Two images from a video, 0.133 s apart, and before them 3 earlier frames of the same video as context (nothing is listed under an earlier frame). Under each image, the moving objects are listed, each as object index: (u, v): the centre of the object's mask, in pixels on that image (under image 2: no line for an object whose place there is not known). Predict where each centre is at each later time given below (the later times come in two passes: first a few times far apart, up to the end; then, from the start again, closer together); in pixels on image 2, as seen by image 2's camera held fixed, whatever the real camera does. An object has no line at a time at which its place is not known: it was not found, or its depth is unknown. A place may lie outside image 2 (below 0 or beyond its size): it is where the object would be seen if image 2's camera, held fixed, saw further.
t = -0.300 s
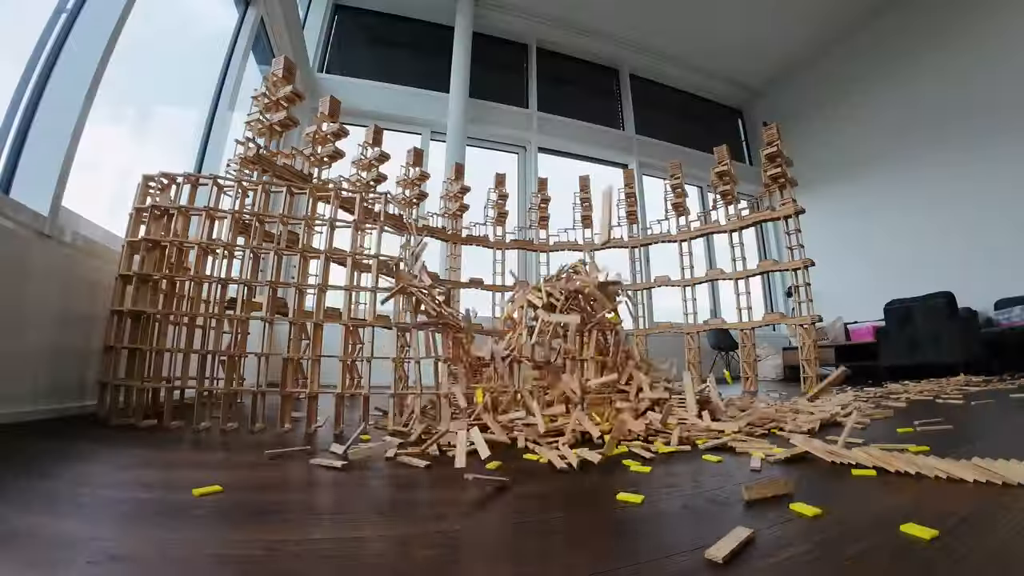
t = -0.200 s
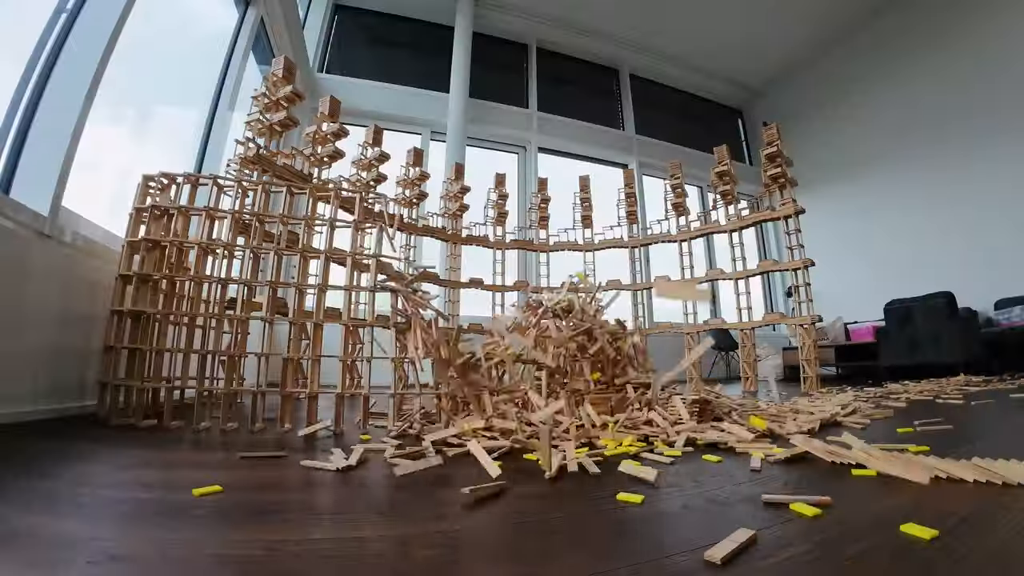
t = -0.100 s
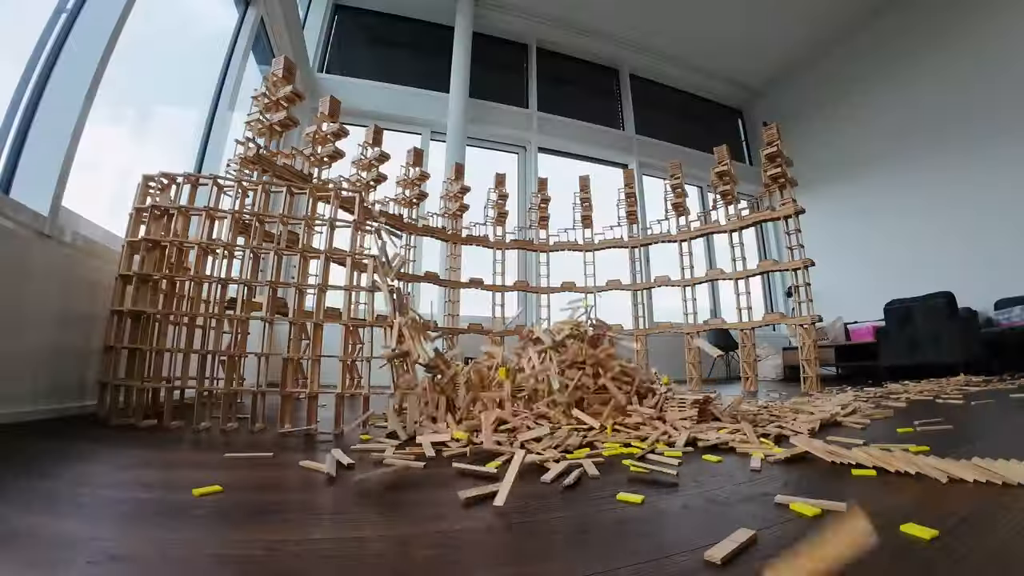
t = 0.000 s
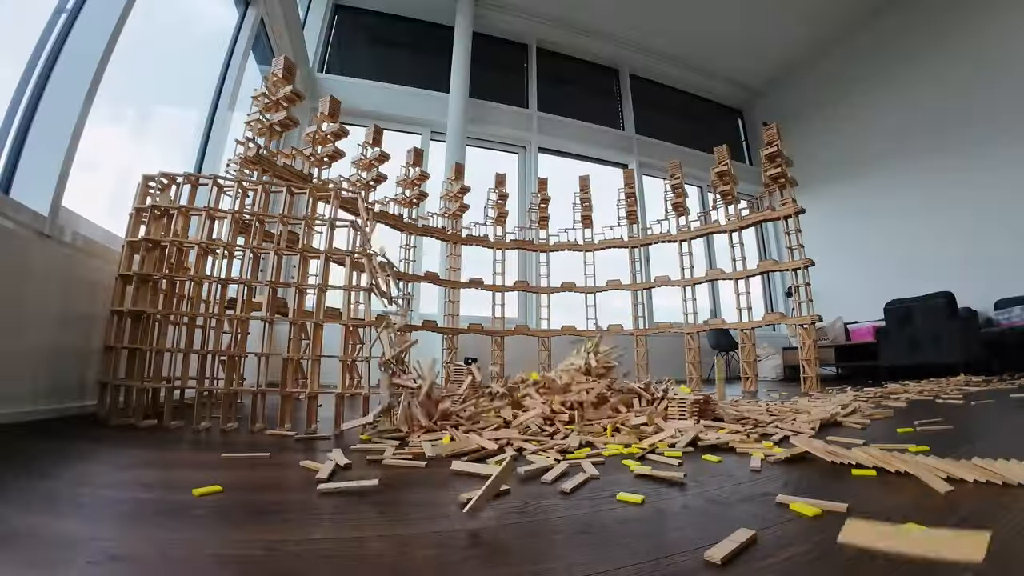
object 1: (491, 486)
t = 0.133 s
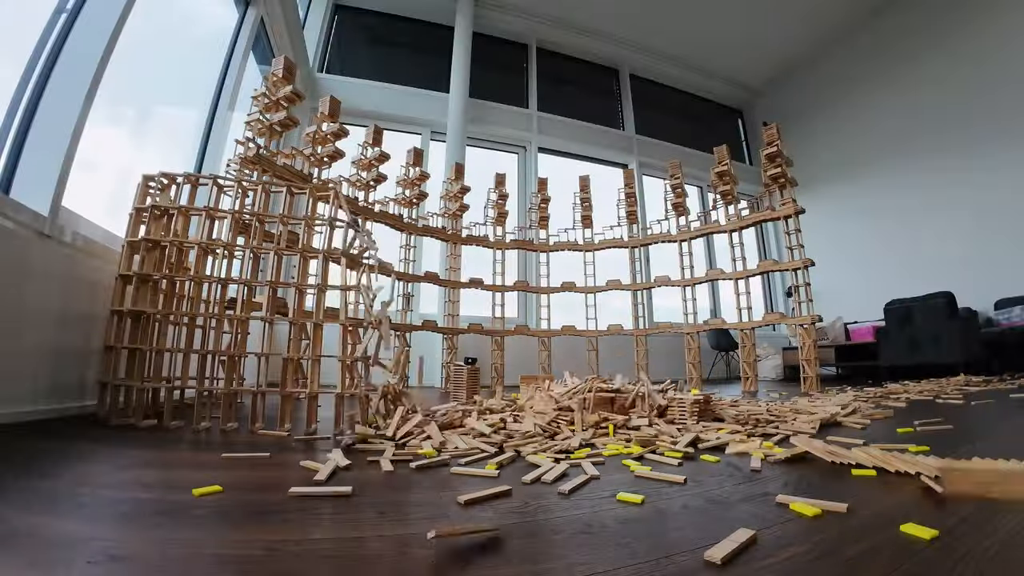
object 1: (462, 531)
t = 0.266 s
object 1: (457, 553)
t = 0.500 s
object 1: (459, 557)
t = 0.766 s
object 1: (459, 557)
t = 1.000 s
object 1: (459, 557)
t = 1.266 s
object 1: (459, 557)
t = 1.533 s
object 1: (459, 557)
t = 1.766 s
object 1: (459, 557)
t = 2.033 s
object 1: (459, 557)
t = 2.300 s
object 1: (459, 557)
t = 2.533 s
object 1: (459, 557)
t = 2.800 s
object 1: (459, 557)
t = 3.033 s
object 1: (459, 557)
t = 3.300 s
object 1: (459, 557)
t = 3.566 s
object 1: (459, 557)
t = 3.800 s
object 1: (459, 557)
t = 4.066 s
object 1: (459, 557)
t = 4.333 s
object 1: (459, 557)
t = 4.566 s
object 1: (459, 557)
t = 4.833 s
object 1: (459, 557)
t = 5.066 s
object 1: (459, 557)
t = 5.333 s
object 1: (459, 557)
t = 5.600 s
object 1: (459, 557)
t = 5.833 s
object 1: (459, 557)
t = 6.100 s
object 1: (459, 557)
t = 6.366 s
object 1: (459, 557)
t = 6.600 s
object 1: (459, 557)
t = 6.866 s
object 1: (459, 557)
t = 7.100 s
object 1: (459, 557)
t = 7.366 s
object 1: (459, 557)
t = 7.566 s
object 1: (459, 557)
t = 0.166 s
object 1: (460, 532)
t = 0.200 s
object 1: (459, 544)
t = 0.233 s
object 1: (457, 549)
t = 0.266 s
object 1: (457, 553)
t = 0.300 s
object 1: (457, 553)
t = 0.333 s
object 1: (458, 554)
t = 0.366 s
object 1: (458, 556)
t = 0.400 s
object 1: (459, 557)
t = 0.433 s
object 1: (460, 557)
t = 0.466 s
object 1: (459, 557)
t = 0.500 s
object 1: (459, 557)
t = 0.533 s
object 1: (459, 557)
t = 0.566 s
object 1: (459, 557)
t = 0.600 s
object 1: (459, 557)
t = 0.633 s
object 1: (459, 557)
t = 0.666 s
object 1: (459, 557)
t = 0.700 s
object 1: (459, 557)
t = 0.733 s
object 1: (459, 557)
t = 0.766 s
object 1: (459, 557)
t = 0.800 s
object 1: (459, 557)
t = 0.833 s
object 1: (460, 557)
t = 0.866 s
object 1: (459, 557)
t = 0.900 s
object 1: (459, 557)
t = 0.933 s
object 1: (459, 557)
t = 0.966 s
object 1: (459, 557)
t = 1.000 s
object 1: (459, 557)
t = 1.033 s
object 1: (459, 557)
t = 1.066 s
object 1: (459, 557)
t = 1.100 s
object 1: (459, 557)
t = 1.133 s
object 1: (459, 557)
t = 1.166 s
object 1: (459, 557)
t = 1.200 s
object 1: (459, 557)
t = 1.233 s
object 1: (459, 557)
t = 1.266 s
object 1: (459, 557)
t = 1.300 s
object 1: (459, 557)
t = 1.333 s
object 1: (459, 557)
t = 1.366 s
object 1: (459, 557)
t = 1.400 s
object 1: (459, 557)
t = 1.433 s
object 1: (459, 557)
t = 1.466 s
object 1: (459, 557)
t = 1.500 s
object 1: (459, 557)
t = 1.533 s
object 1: (459, 557)
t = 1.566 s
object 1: (459, 557)
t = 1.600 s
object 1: (459, 557)
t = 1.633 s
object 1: (459, 557)
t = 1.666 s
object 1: (459, 557)
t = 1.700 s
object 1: (459, 557)
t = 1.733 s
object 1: (459, 557)
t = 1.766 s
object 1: (459, 557)
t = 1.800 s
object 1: (459, 557)
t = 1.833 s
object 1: (459, 557)
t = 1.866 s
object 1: (459, 557)
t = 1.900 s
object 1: (459, 557)
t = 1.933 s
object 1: (459, 557)
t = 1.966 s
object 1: (459, 557)
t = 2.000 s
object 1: (459, 557)
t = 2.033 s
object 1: (459, 557)
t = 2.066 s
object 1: (459, 557)
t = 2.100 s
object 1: (459, 557)
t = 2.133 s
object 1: (459, 557)
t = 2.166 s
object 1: (459, 557)
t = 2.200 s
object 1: (459, 557)
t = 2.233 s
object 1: (459, 557)
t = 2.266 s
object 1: (459, 557)
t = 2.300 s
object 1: (459, 557)
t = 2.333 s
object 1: (459, 557)
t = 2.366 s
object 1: (459, 557)
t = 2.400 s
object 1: (459, 557)
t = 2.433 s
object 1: (459, 557)
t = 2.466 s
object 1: (459, 557)
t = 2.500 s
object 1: (459, 557)
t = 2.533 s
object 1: (459, 557)
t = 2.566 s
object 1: (459, 557)
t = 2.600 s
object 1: (459, 557)
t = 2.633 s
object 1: (459, 557)
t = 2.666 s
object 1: (459, 557)
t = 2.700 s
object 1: (459, 557)
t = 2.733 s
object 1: (459, 557)
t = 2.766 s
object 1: (459, 557)
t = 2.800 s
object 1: (459, 557)
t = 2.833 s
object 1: (459, 557)
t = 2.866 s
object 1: (459, 557)
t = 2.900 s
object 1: (459, 557)
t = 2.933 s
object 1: (459, 557)
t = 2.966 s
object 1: (459, 557)
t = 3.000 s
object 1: (459, 557)
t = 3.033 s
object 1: (459, 557)
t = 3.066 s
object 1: (459, 557)
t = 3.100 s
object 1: (459, 557)
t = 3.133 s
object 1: (459, 557)
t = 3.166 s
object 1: (459, 557)
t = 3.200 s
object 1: (459, 557)
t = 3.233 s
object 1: (459, 557)
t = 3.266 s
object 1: (459, 557)
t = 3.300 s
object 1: (459, 557)
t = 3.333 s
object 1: (459, 557)
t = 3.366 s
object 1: (459, 557)
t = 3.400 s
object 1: (459, 557)
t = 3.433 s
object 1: (459, 557)
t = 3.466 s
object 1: (459, 557)
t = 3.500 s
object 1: (459, 557)
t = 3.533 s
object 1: (459, 557)
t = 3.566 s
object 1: (459, 557)
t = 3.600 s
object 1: (459, 557)
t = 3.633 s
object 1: (459, 557)
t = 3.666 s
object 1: (459, 557)
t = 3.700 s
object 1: (459, 557)
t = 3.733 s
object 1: (459, 557)
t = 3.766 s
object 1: (459, 557)
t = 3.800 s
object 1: (459, 557)
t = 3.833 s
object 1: (459, 557)
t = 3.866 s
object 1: (459, 557)
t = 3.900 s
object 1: (459, 557)
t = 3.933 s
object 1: (459, 557)
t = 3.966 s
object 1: (459, 557)
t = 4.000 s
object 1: (459, 557)
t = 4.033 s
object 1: (459, 557)
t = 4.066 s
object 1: (459, 557)
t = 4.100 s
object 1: (459, 557)
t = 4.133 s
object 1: (459, 557)
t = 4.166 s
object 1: (459, 557)
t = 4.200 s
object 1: (459, 557)
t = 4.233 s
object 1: (459, 557)
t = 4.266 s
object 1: (459, 557)
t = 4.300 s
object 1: (459, 557)
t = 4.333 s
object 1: (459, 557)
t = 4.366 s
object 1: (459, 557)
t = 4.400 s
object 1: (459, 557)
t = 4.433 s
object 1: (459, 557)
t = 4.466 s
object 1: (459, 557)
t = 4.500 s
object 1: (459, 557)
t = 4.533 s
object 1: (459, 557)
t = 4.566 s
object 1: (459, 557)
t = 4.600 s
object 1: (459, 557)
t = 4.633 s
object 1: (459, 557)
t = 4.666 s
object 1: (459, 557)
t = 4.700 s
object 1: (459, 557)
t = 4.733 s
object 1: (459, 557)
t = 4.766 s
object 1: (459, 557)
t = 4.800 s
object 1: (459, 557)
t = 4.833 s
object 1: (459, 557)
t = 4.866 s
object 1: (459, 557)
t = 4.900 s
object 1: (459, 557)
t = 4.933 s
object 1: (459, 557)
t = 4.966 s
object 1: (459, 557)
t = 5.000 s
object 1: (459, 557)
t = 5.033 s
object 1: (459, 557)
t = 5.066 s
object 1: (459, 557)
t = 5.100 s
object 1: (459, 557)
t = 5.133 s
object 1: (459, 557)
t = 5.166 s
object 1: (459, 557)
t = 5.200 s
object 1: (459, 557)
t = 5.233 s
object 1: (459, 557)
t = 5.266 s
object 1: (459, 557)
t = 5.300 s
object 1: (459, 557)
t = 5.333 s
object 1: (459, 557)
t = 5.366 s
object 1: (459, 557)
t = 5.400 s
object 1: (459, 557)
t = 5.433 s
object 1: (459, 557)
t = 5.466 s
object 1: (459, 557)
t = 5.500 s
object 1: (459, 557)
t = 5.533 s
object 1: (459, 557)
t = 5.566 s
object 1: (459, 557)
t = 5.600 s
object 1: (459, 557)
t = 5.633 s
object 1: (459, 557)
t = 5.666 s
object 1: (459, 557)
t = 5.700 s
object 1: (459, 557)
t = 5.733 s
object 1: (459, 557)
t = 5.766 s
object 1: (459, 557)
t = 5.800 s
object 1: (459, 557)
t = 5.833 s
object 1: (459, 557)
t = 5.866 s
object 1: (459, 557)
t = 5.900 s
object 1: (459, 557)
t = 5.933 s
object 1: (459, 557)
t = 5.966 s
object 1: (459, 557)
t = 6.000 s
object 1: (459, 557)
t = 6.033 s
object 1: (459, 557)
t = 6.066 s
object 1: (459, 557)
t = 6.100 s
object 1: (459, 557)
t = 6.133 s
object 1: (459, 557)
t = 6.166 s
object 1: (459, 557)
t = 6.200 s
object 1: (459, 557)
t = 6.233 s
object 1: (459, 557)
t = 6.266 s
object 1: (459, 557)
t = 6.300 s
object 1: (459, 557)
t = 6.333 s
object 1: (459, 557)
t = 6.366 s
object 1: (459, 557)
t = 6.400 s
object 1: (459, 557)
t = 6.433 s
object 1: (459, 557)
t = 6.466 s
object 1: (459, 557)
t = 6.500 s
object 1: (459, 557)
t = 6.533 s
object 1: (459, 557)
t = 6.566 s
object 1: (459, 557)
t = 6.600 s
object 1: (459, 557)
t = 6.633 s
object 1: (459, 557)
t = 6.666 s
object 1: (459, 557)
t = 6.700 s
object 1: (459, 557)
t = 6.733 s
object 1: (459, 557)
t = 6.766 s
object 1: (459, 557)
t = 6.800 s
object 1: (459, 557)
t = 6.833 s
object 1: (459, 557)
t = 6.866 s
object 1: (459, 557)
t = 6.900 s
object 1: (459, 557)
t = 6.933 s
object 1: (459, 557)
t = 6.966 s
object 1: (459, 557)
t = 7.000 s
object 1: (459, 557)
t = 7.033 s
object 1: (459, 557)
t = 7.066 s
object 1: (459, 557)
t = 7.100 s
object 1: (459, 557)
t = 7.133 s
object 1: (459, 557)
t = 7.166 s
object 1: (459, 557)
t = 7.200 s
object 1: (459, 557)
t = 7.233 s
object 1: (459, 557)
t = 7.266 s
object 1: (459, 557)
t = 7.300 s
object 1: (459, 557)
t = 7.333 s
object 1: (459, 557)
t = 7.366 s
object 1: (459, 557)
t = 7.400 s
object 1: (459, 557)
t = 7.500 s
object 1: (459, 557)
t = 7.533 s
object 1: (459, 557)
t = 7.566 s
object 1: (459, 557)
